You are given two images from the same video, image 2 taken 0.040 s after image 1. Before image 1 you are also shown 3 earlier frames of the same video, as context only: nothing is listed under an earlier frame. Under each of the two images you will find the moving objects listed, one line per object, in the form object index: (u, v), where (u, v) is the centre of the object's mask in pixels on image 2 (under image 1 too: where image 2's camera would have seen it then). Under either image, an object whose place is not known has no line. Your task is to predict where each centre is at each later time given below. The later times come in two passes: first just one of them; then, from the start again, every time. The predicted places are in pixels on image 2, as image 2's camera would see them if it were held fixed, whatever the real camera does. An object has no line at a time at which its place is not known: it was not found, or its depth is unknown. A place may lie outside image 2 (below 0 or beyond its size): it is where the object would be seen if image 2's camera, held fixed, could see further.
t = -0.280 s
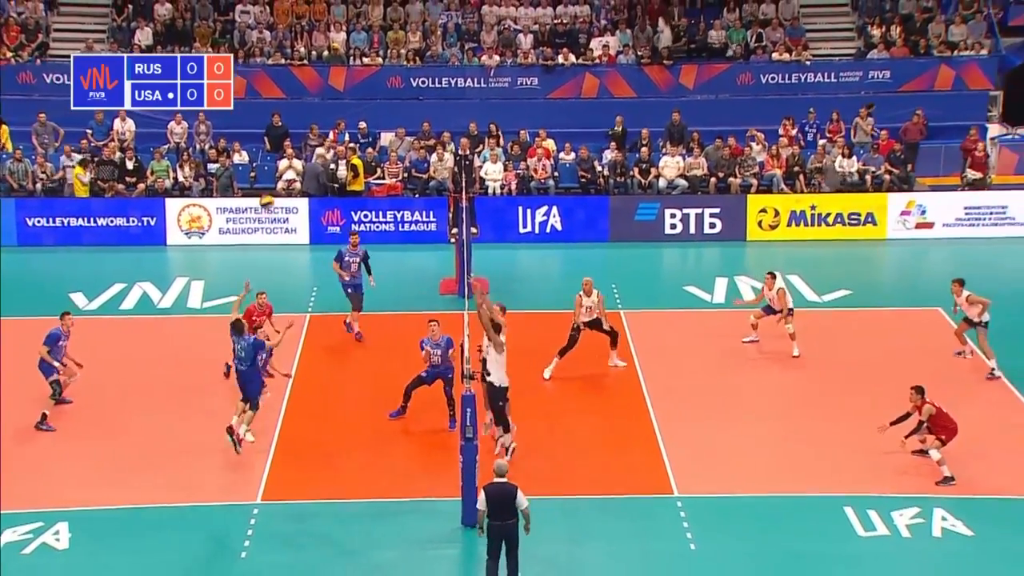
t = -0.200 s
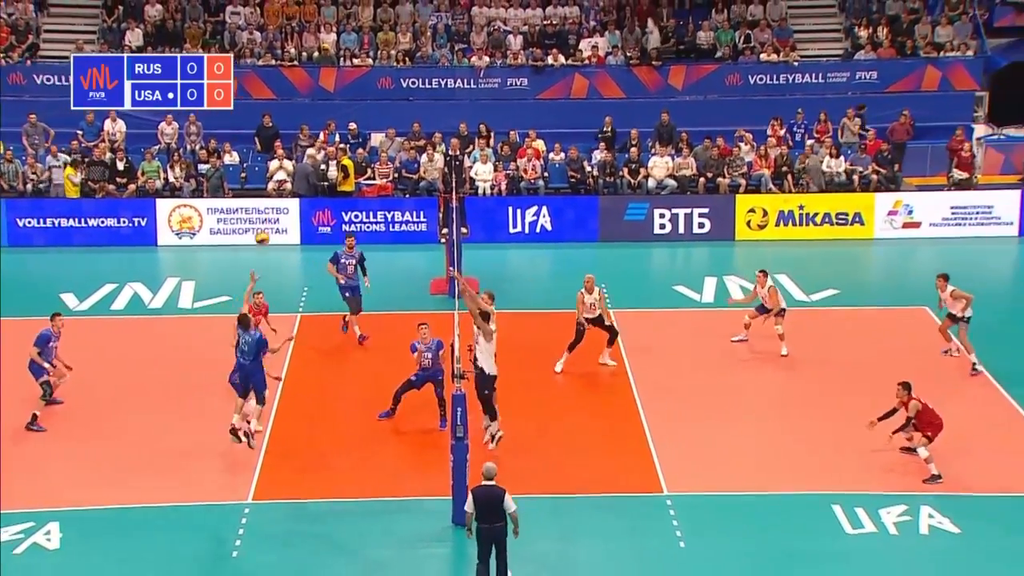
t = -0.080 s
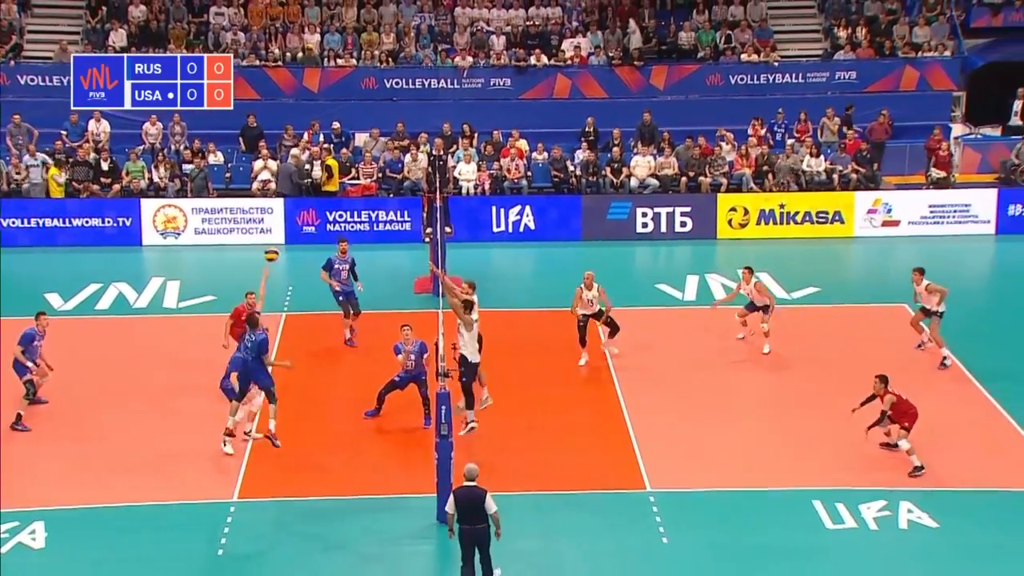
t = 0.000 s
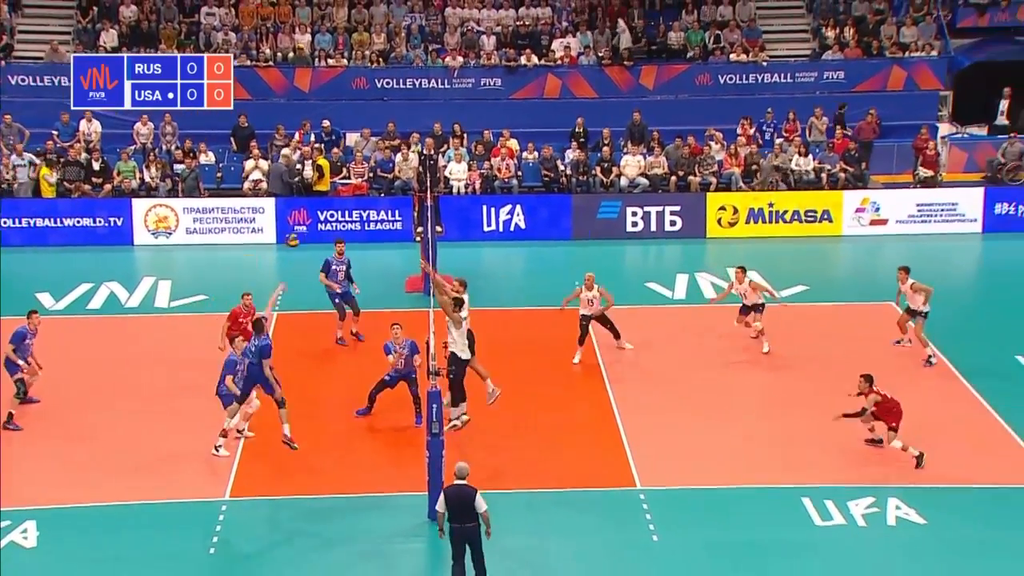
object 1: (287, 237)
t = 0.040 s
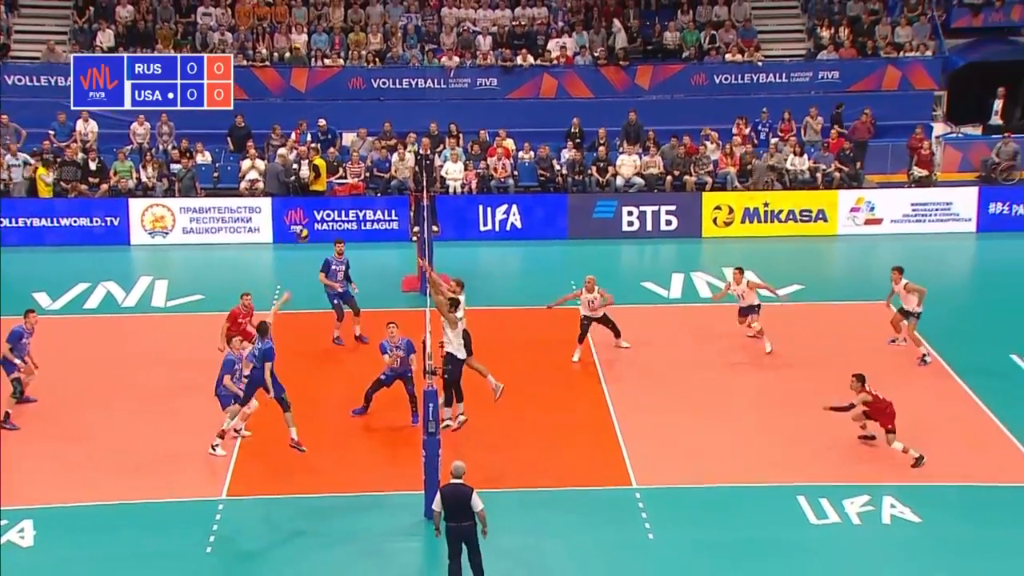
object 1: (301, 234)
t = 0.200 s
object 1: (354, 226)
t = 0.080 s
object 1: (316, 230)
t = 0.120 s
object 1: (329, 227)
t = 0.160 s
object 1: (342, 226)
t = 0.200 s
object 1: (354, 226)
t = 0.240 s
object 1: (367, 227)
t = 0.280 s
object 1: (379, 227)
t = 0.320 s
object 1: (392, 231)
